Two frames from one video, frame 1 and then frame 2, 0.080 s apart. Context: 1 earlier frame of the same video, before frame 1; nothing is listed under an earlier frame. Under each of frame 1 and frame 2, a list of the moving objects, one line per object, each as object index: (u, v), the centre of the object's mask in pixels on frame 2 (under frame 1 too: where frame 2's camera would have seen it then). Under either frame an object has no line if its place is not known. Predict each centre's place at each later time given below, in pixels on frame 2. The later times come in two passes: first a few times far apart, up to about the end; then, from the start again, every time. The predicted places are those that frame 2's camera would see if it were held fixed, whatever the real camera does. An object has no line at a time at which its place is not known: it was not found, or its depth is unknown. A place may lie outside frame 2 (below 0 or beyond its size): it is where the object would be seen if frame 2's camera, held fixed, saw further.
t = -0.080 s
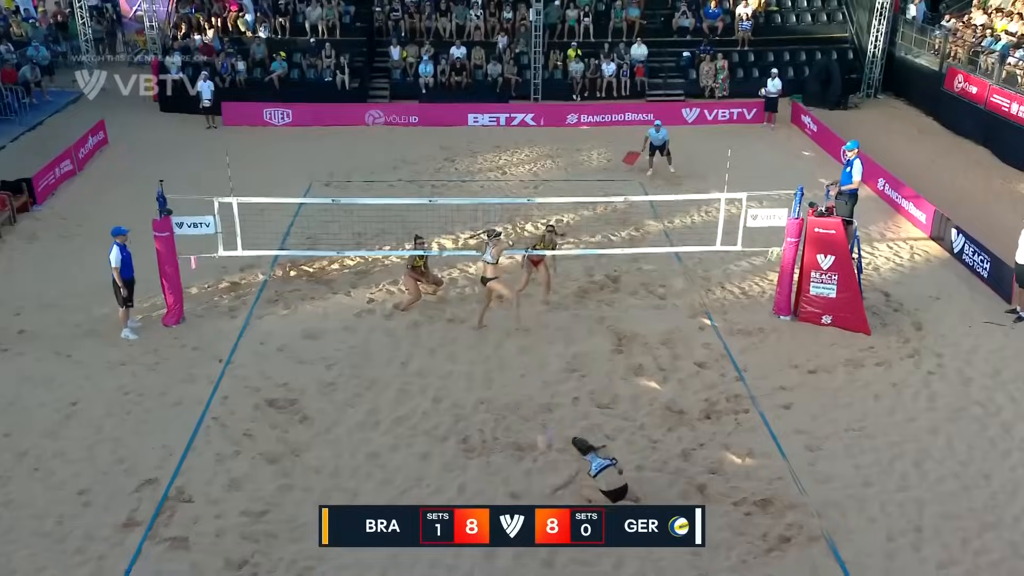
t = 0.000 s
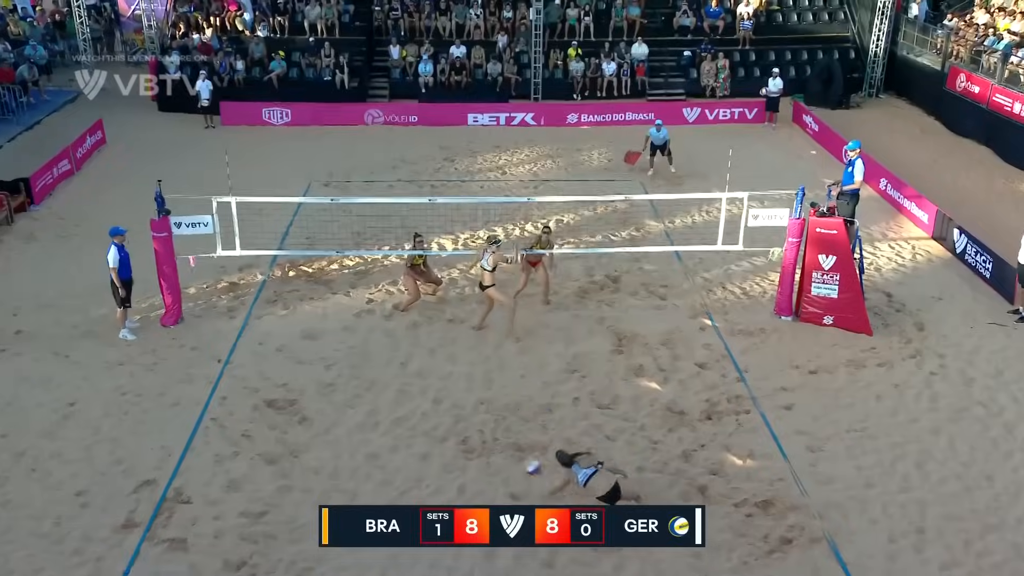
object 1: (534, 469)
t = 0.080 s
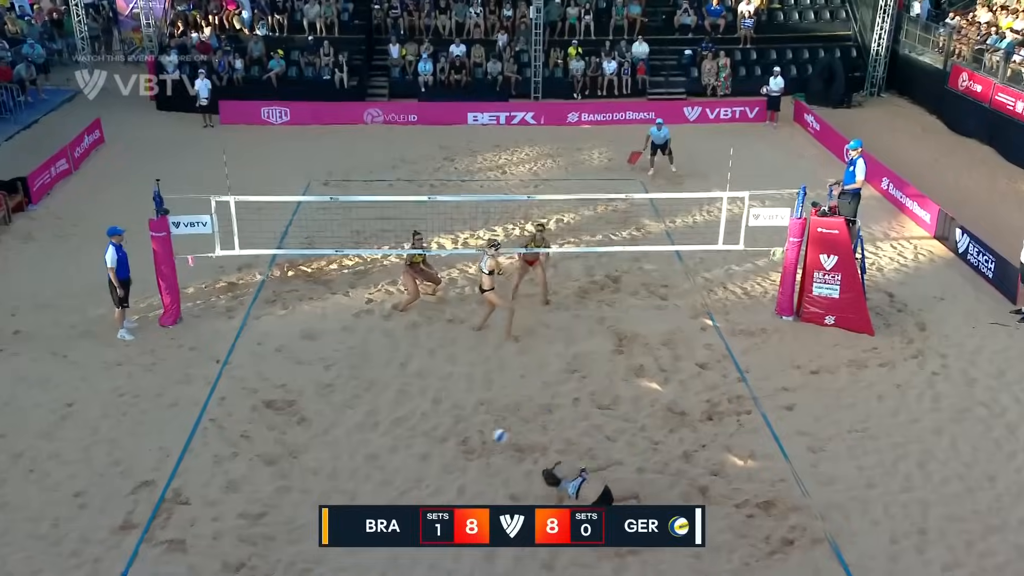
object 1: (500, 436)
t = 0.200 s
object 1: (450, 395)
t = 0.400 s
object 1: (370, 355)
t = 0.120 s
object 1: (485, 420)
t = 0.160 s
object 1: (468, 407)
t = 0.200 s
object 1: (450, 395)
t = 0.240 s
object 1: (436, 384)
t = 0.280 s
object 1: (419, 374)
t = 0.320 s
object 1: (401, 367)
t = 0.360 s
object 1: (386, 359)
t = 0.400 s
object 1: (370, 355)
